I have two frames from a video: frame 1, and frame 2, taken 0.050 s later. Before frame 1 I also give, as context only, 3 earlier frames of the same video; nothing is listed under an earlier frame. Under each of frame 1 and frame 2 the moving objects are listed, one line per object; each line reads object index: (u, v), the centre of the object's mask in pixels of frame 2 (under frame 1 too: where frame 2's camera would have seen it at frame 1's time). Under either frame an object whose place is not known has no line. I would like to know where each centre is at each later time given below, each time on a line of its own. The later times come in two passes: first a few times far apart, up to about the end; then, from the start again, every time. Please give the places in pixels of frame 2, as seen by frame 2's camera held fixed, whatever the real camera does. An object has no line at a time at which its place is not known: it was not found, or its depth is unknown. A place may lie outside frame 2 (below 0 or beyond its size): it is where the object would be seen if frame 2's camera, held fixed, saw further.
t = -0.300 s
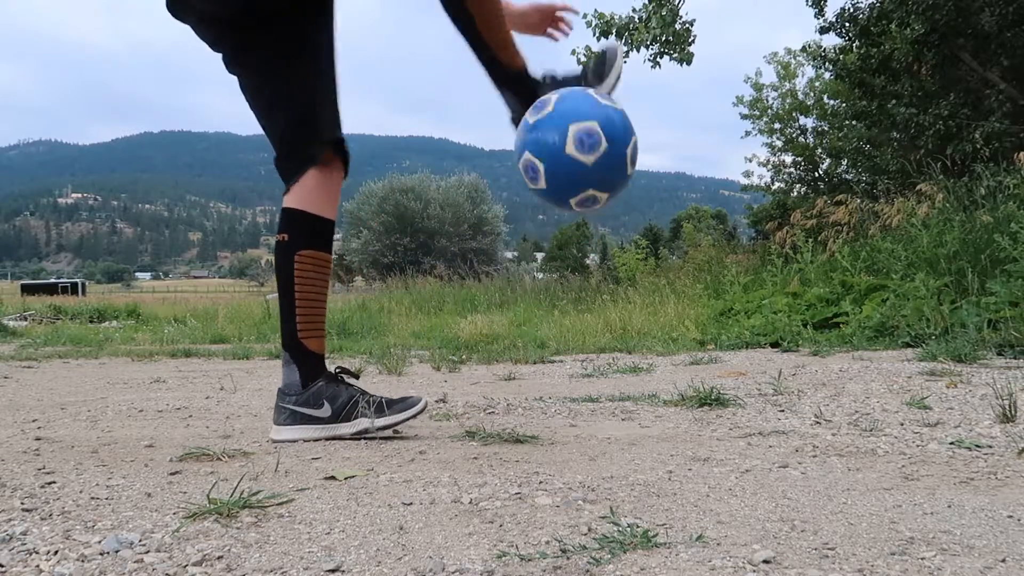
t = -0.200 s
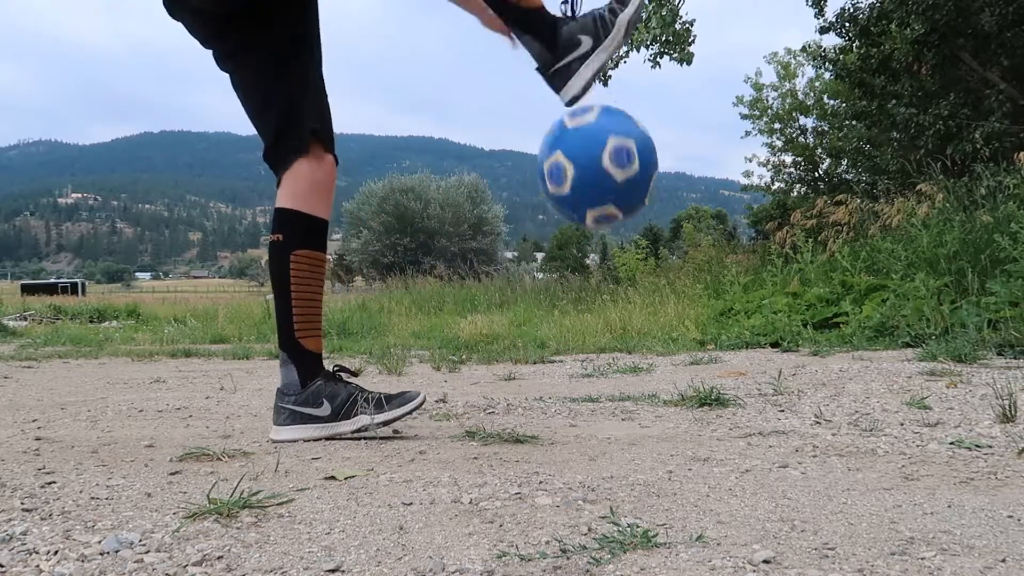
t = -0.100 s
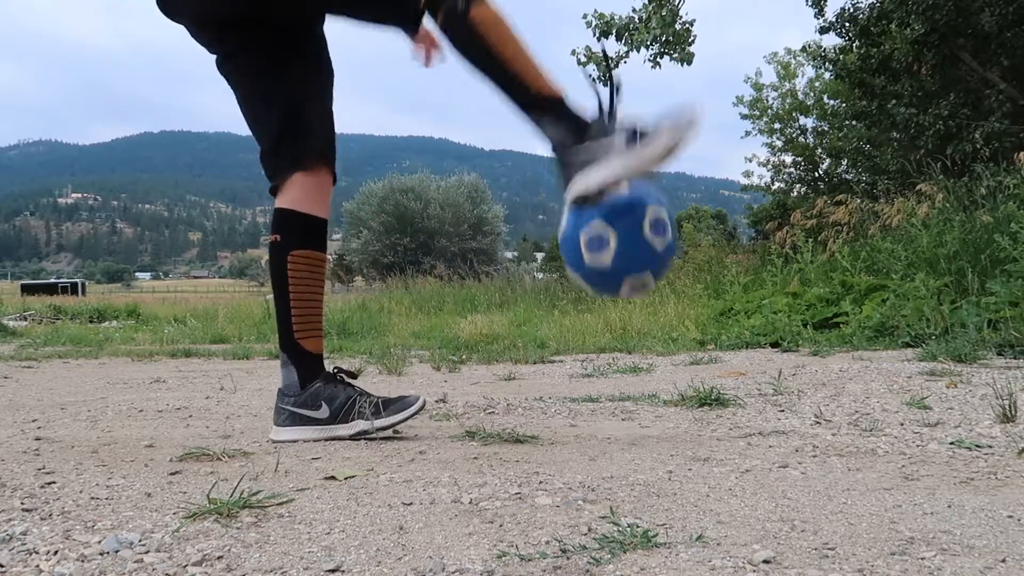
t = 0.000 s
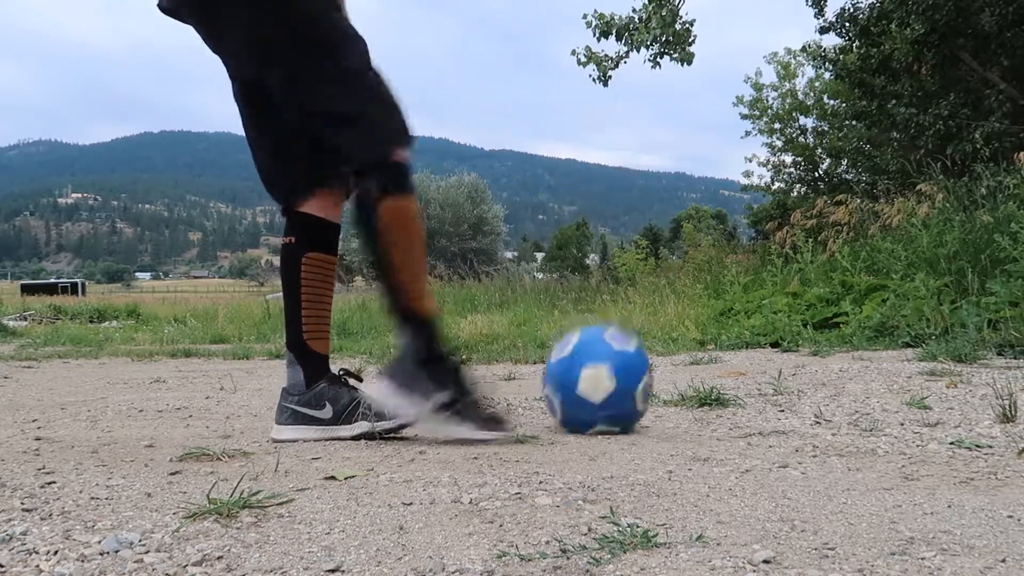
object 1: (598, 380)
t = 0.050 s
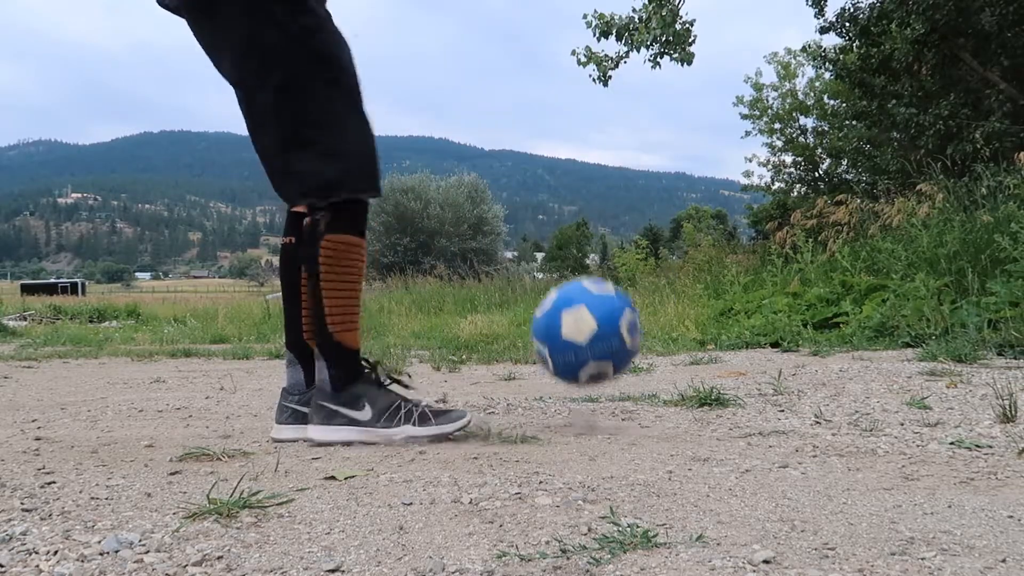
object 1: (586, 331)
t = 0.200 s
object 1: (553, 229)
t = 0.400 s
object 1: (510, 260)
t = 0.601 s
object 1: (465, 328)
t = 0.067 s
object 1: (583, 315)
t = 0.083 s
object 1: (579, 300)
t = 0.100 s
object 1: (575, 286)
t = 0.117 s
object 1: (571, 272)
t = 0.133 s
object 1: (568, 261)
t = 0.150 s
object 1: (564, 251)
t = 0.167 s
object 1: (560, 242)
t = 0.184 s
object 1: (557, 235)
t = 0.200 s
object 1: (553, 229)
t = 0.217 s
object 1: (549, 225)
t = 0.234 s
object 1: (546, 222)
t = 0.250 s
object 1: (542, 219)
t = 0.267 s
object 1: (539, 219)
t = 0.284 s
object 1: (535, 219)
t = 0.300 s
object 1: (531, 221)
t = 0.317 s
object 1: (528, 224)
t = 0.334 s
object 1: (524, 228)
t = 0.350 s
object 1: (520, 235)
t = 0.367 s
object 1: (517, 242)
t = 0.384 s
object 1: (513, 250)
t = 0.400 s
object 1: (510, 260)
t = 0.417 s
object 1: (506, 271)
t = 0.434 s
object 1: (502, 284)
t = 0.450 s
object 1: (498, 298)
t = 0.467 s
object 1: (495, 313)
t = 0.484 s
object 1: (491, 330)
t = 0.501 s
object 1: (487, 349)
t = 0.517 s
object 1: (484, 369)
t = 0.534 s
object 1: (481, 375)
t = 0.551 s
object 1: (477, 361)
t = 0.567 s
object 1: (473, 349)
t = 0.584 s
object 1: (469, 338)
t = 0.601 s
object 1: (465, 328)
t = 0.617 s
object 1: (461, 320)
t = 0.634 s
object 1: (458, 312)
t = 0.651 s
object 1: (454, 307)
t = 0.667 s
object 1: (450, 302)
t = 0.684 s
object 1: (447, 299)
